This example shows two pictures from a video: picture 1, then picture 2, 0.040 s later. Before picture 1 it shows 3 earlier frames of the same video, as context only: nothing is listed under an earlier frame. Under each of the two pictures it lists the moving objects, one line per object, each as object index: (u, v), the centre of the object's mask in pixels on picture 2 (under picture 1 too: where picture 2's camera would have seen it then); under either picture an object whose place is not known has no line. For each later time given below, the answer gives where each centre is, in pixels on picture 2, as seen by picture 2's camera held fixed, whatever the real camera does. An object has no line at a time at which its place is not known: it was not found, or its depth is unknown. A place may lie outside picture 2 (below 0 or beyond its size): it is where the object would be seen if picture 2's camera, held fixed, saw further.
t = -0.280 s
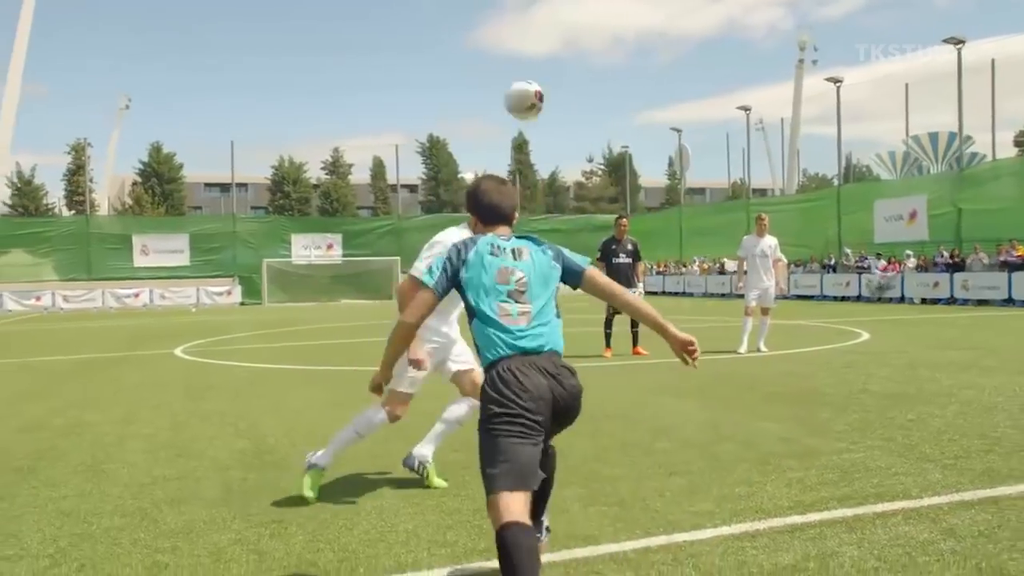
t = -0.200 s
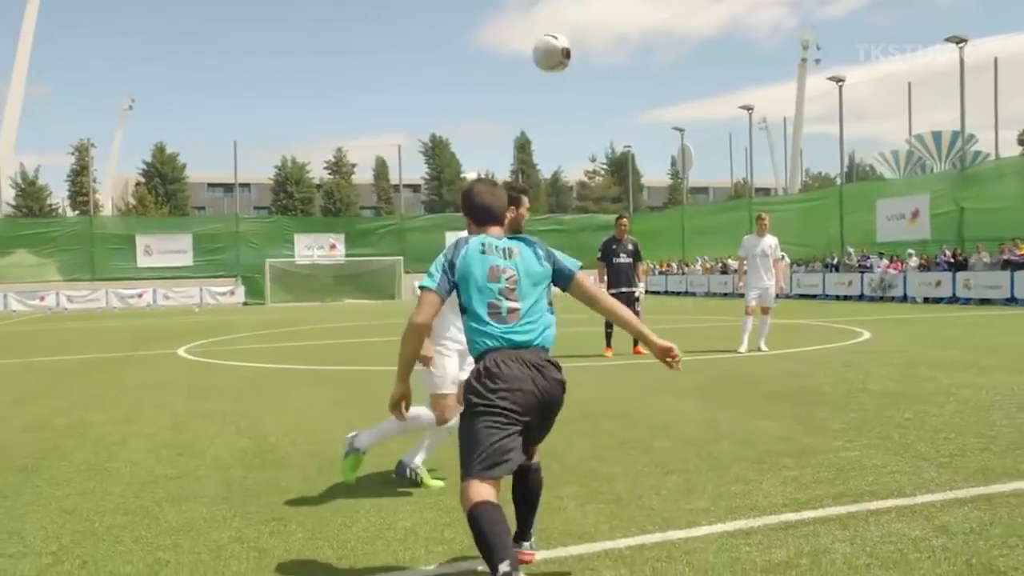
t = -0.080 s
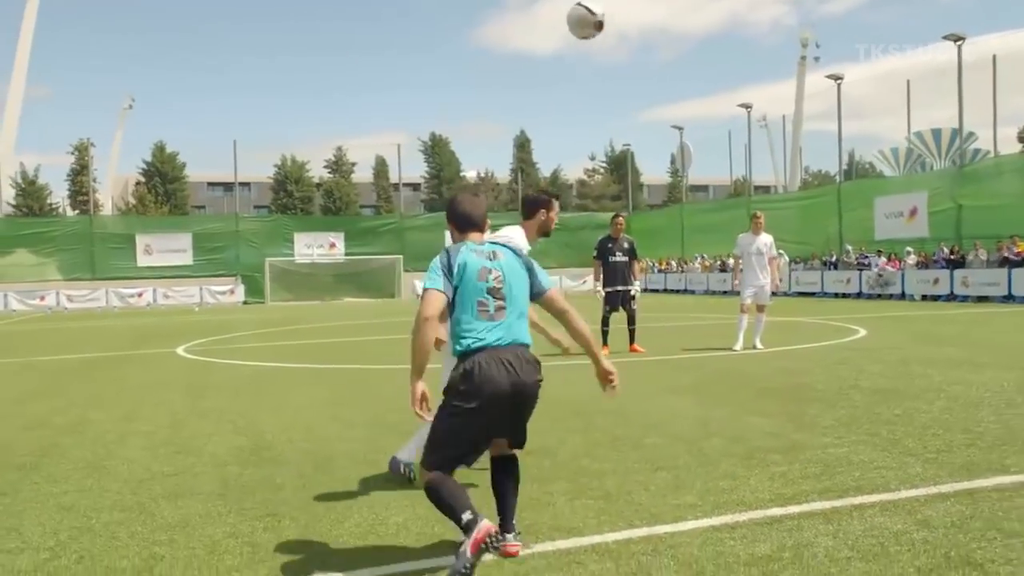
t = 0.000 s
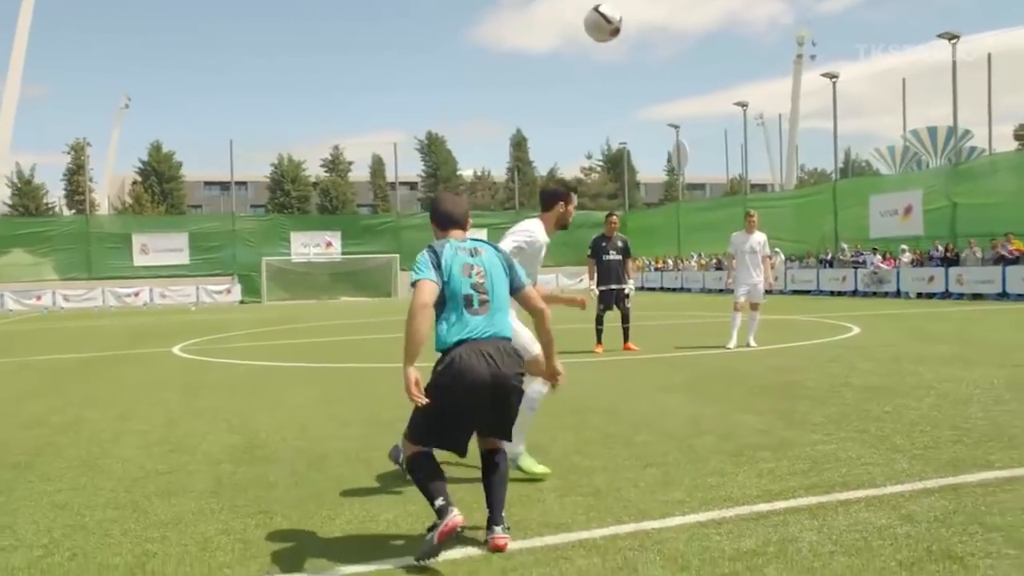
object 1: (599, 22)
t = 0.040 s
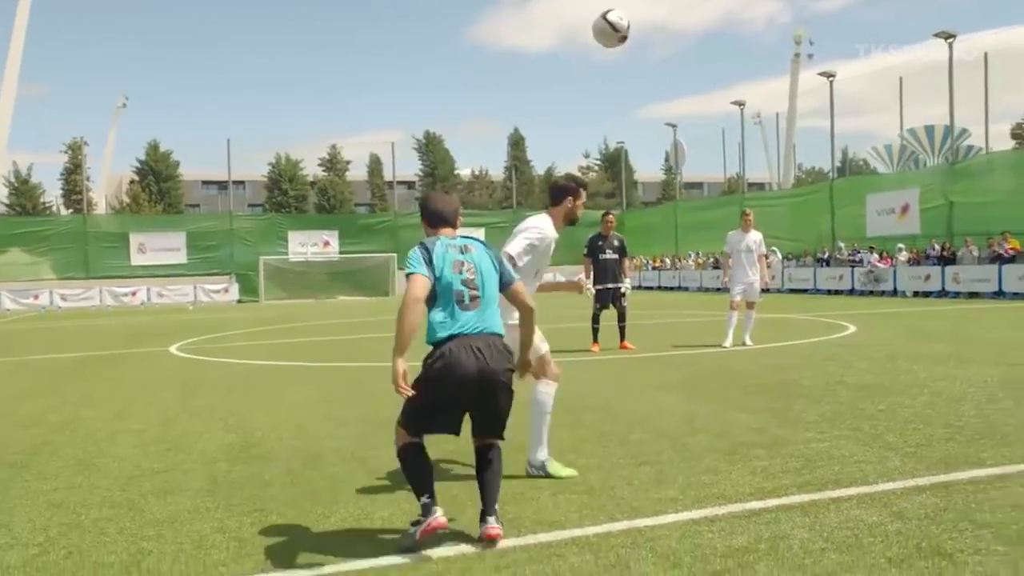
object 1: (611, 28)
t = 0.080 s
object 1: (623, 37)
